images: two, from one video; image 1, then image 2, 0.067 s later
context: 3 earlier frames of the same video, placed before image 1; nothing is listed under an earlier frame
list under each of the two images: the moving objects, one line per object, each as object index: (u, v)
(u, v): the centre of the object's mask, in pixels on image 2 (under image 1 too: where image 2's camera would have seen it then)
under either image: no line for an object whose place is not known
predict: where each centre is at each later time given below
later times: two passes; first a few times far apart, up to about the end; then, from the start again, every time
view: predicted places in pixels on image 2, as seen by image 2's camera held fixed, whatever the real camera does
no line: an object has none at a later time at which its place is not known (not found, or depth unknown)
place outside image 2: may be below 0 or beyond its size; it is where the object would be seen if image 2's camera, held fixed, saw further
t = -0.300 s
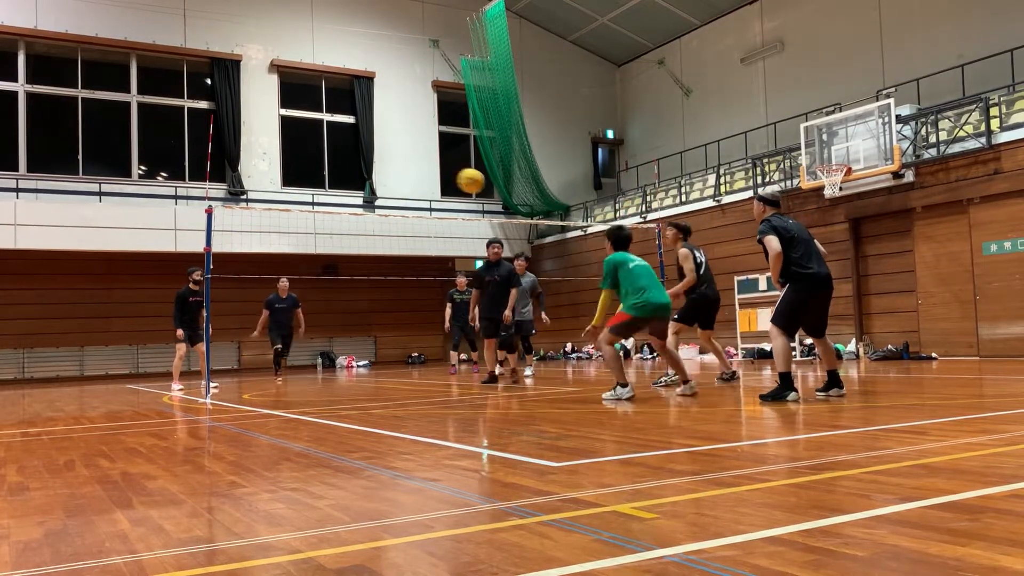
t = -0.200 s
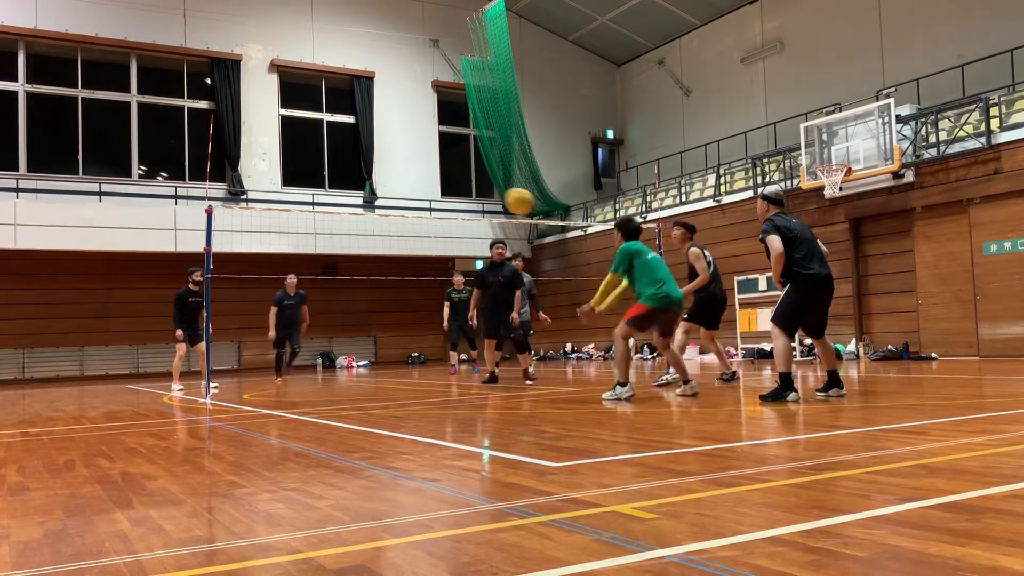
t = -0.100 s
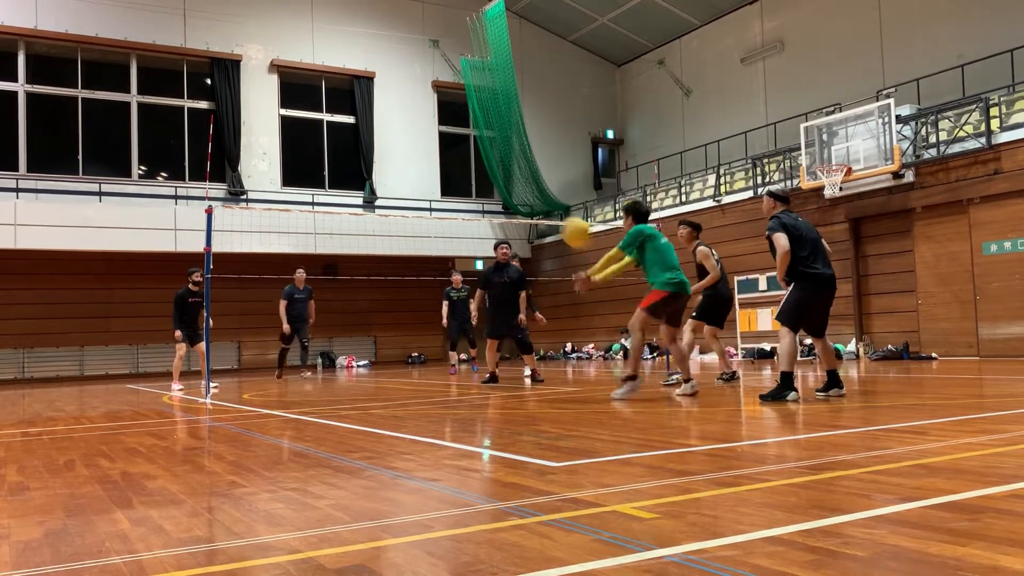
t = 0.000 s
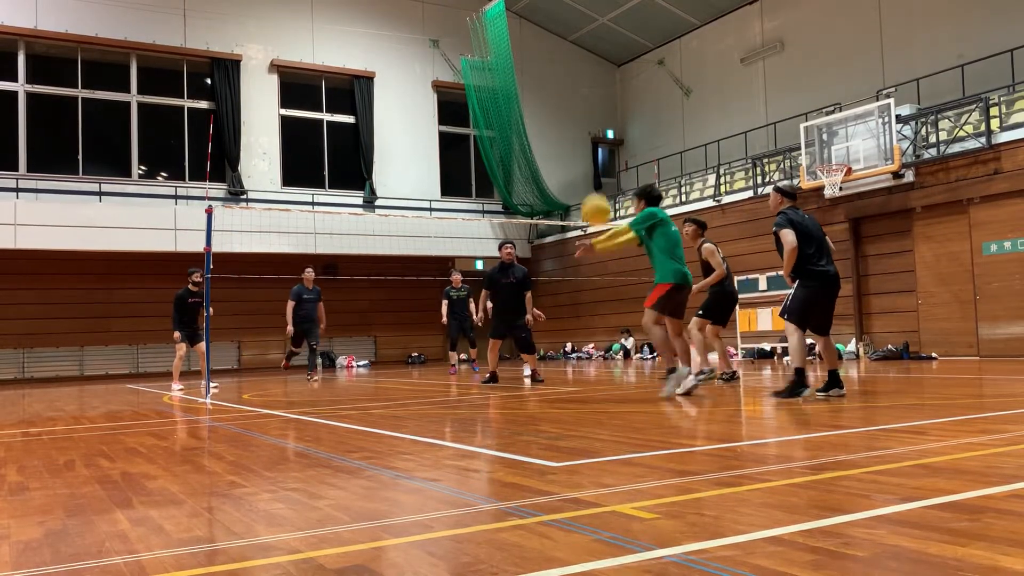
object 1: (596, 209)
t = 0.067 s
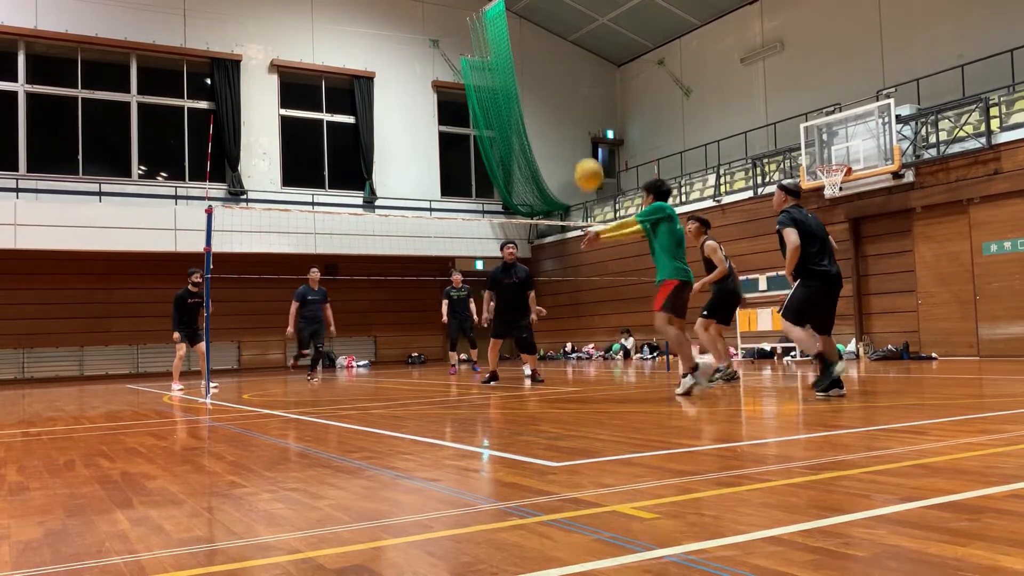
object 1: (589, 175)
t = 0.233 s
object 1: (574, 113)
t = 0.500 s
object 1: (555, 86)
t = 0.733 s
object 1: (544, 117)
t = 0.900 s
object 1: (537, 164)
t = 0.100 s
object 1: (585, 159)
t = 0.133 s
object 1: (582, 145)
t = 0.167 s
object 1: (580, 133)
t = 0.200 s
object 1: (577, 122)
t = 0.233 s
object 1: (574, 113)
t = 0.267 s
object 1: (572, 105)
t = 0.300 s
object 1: (569, 98)
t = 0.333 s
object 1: (566, 94)
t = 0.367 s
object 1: (564, 90)
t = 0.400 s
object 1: (562, 88)
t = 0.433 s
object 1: (559, 86)
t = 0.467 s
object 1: (557, 85)
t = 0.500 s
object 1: (555, 86)
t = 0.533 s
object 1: (554, 87)
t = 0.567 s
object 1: (552, 90)
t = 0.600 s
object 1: (550, 94)
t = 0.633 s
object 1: (548, 98)
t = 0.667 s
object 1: (547, 104)
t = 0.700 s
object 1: (545, 110)
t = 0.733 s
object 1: (544, 117)
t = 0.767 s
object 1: (543, 125)
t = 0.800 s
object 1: (541, 133)
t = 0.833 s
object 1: (540, 142)
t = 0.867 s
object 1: (539, 153)
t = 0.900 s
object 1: (537, 164)
